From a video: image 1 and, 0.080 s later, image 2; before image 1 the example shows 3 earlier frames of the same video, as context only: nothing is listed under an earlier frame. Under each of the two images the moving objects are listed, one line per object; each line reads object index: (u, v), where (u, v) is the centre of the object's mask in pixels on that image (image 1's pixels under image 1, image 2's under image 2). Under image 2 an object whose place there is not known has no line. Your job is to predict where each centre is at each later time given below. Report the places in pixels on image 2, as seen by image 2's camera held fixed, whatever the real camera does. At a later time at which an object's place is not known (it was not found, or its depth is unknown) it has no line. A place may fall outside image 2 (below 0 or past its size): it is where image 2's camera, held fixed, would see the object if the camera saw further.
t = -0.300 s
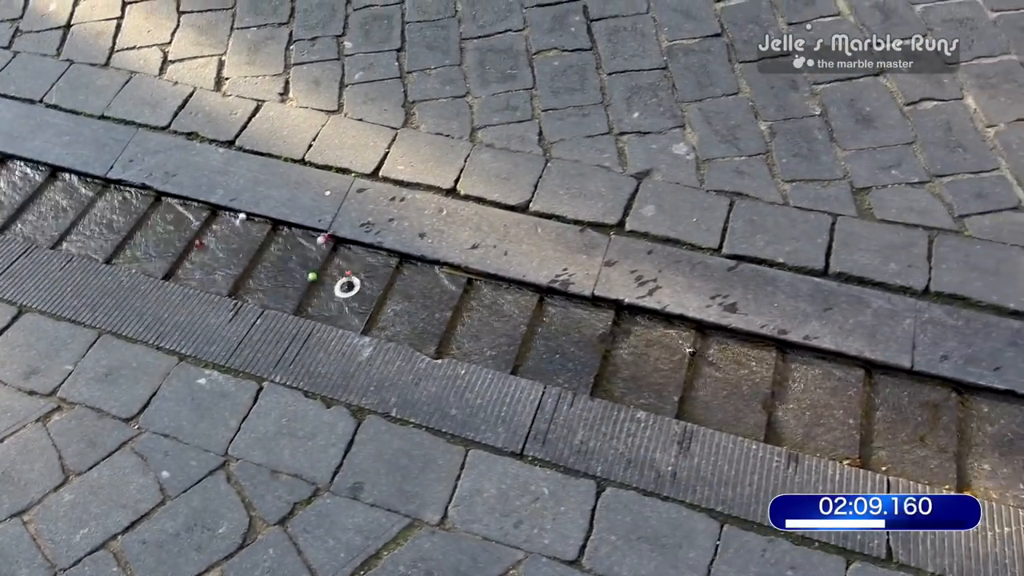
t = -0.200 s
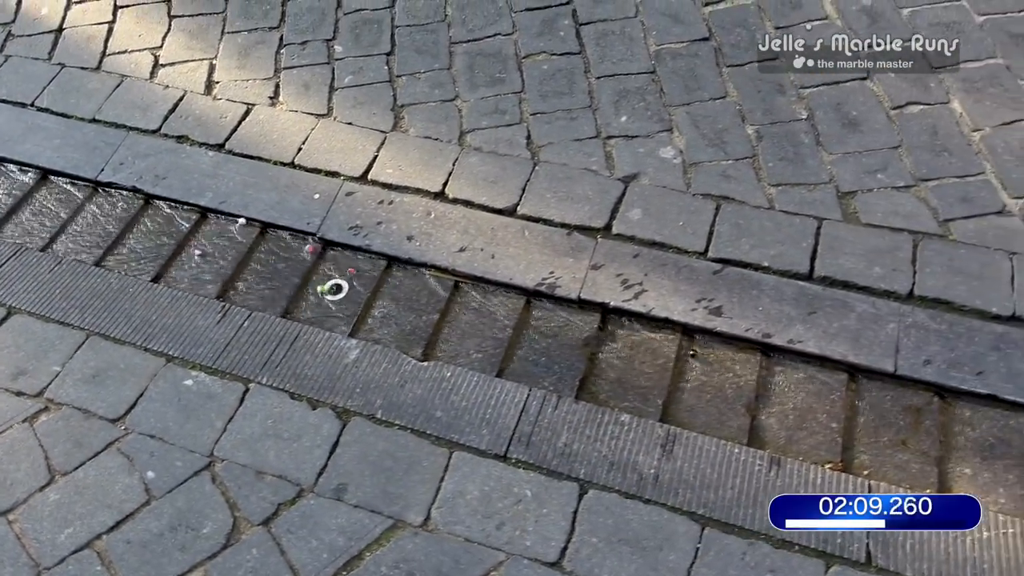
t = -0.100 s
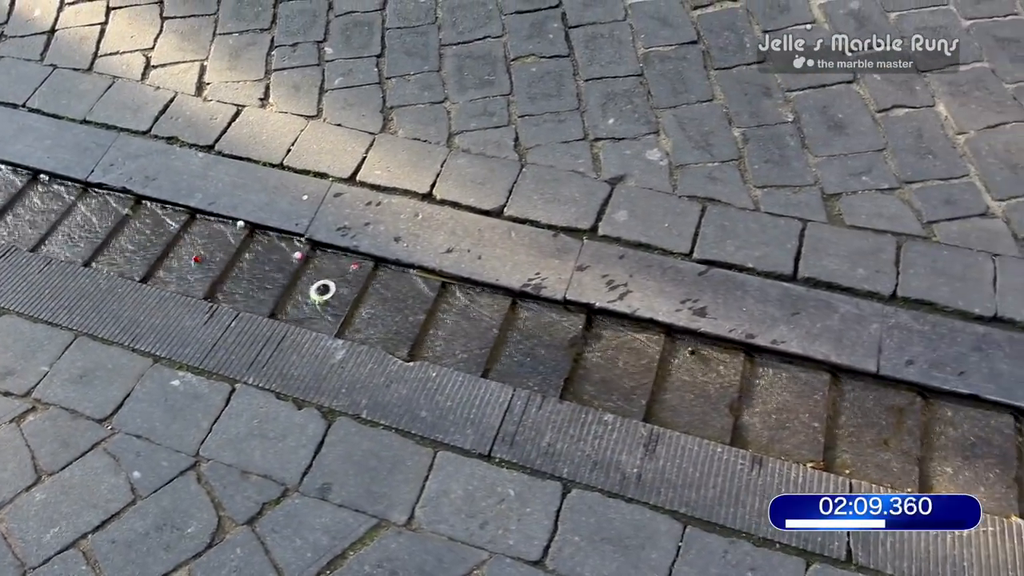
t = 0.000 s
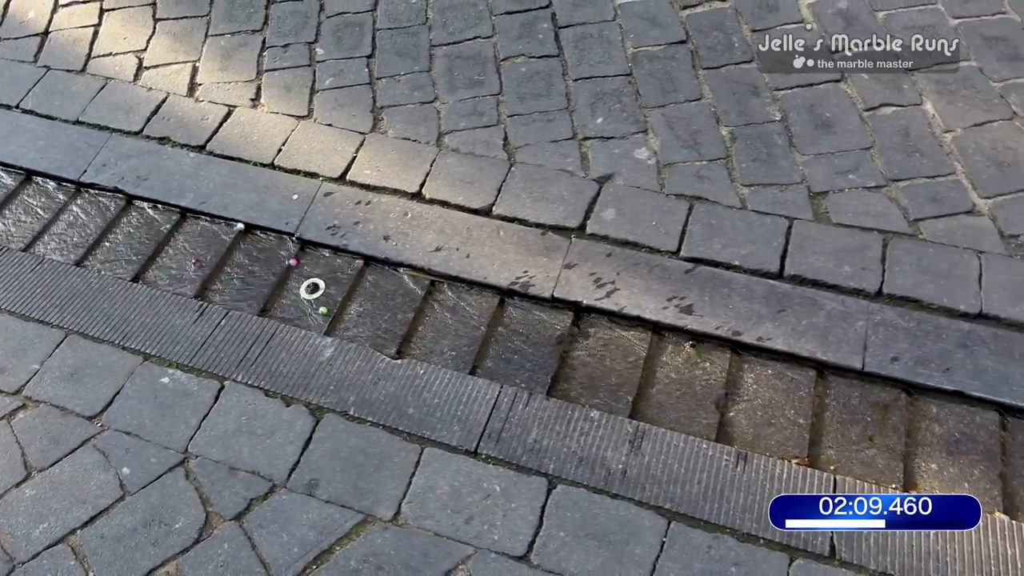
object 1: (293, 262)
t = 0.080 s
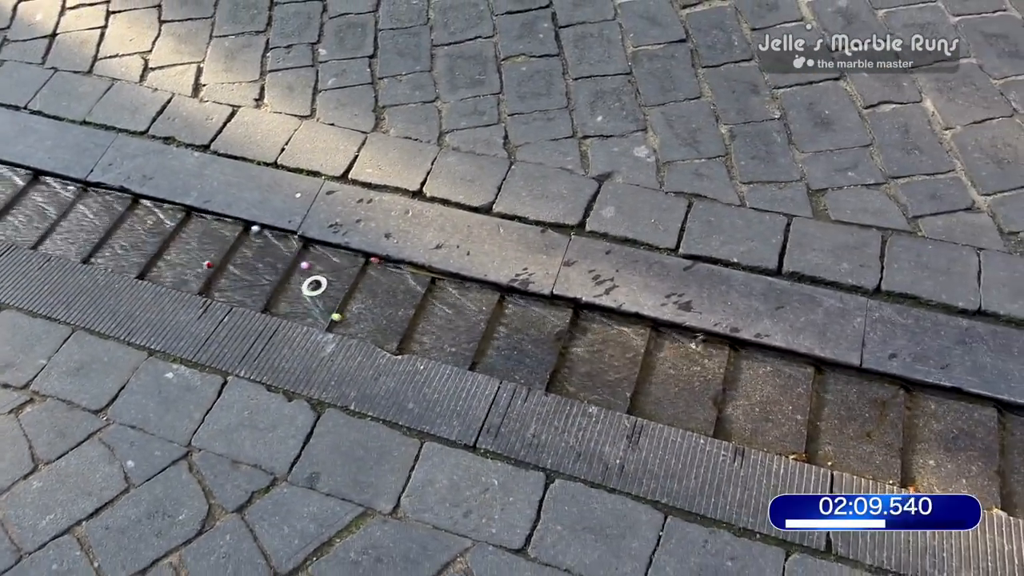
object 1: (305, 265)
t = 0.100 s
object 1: (307, 266)
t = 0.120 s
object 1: (308, 268)
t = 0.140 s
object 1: (311, 270)
